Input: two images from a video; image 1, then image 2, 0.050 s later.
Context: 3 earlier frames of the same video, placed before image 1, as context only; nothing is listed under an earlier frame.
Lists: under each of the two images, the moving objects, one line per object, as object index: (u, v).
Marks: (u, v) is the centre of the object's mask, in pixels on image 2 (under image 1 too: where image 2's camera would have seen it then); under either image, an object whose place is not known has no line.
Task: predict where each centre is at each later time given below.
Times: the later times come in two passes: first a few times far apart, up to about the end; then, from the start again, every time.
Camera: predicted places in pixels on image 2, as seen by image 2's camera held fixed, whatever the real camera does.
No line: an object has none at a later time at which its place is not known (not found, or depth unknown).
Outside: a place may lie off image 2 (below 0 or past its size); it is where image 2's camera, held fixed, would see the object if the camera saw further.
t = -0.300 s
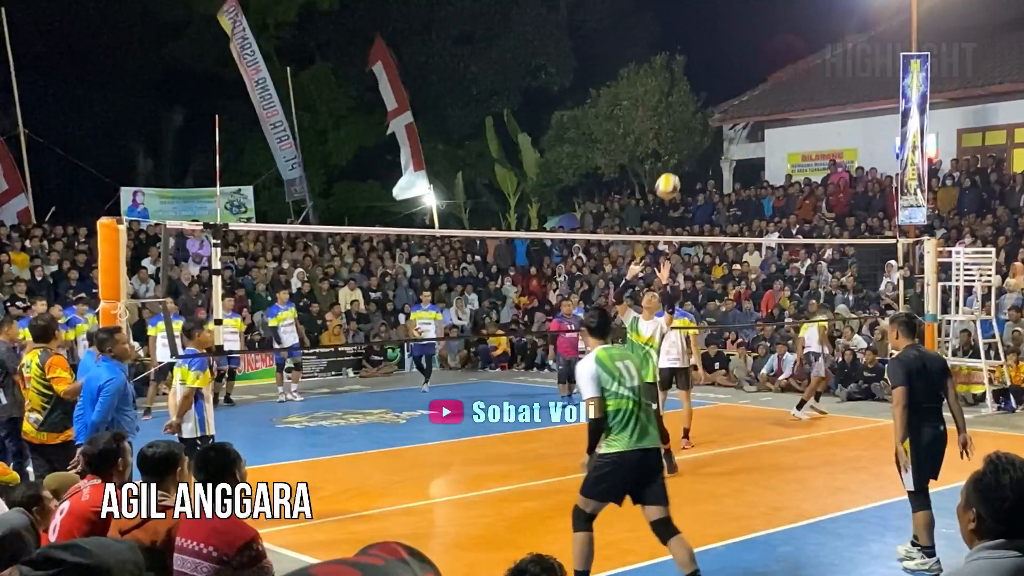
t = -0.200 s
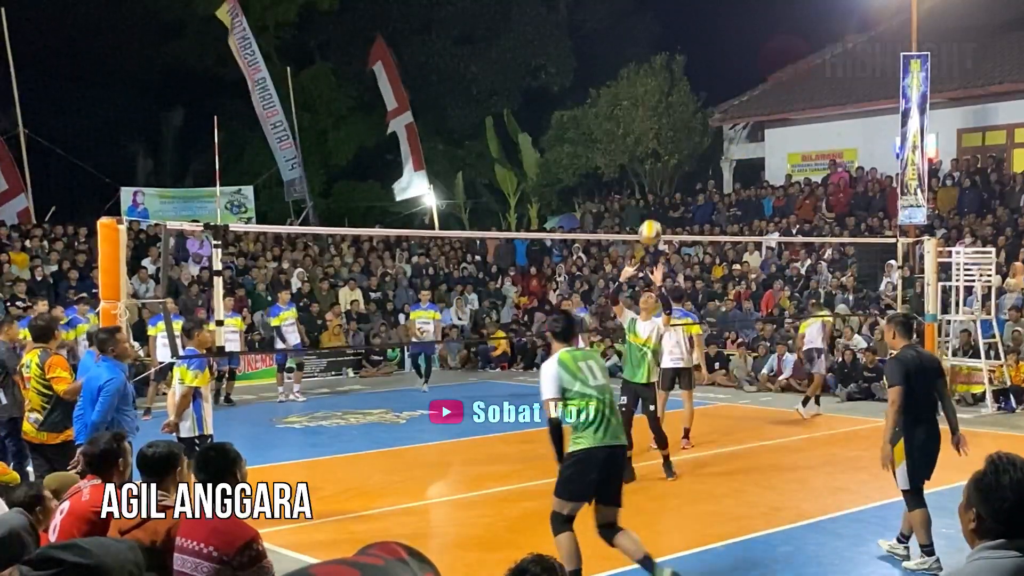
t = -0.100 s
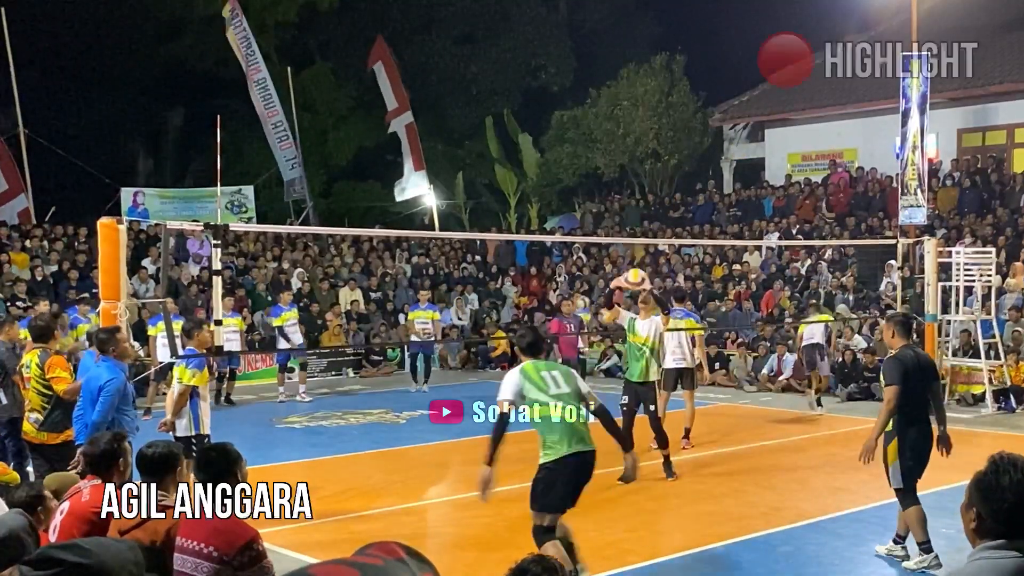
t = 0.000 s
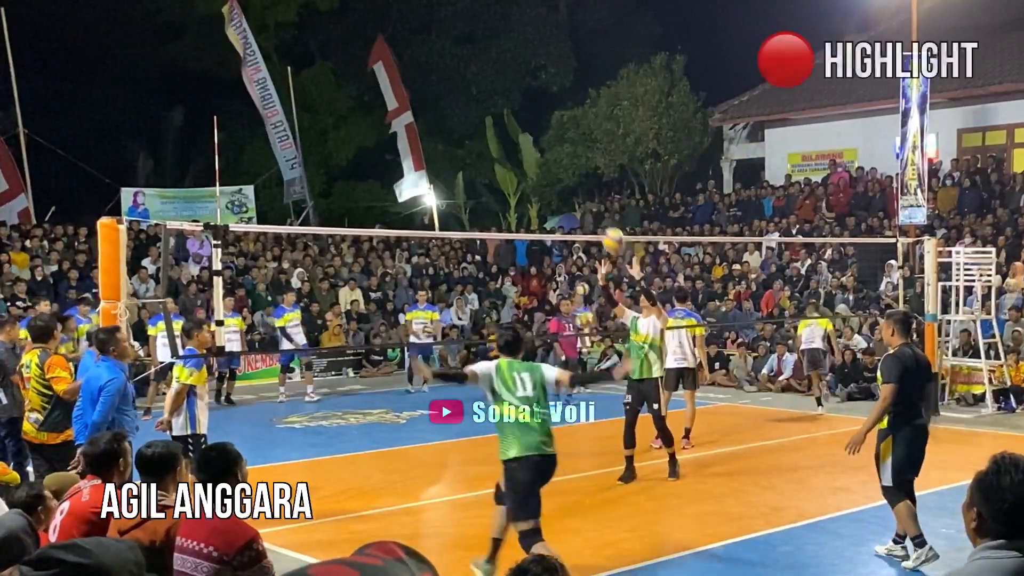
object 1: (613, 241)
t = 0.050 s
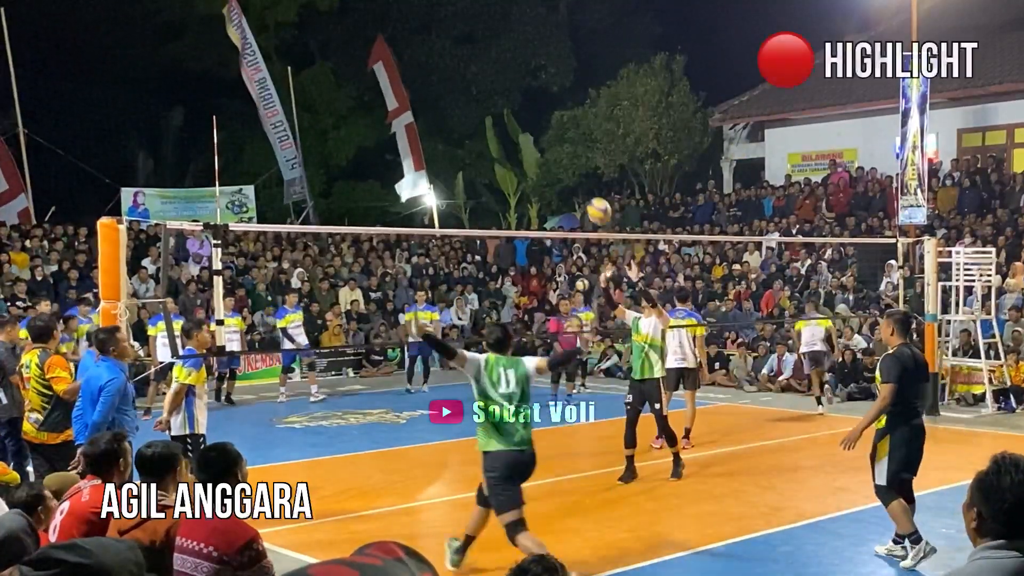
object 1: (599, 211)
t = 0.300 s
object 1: (525, 99)
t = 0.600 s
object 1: (432, 53)
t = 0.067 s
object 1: (594, 202)
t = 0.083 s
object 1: (589, 192)
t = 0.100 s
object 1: (584, 184)
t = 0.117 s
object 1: (579, 175)
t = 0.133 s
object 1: (574, 167)
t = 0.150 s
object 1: (569, 159)
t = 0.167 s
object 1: (565, 151)
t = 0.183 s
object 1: (560, 144)
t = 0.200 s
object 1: (555, 137)
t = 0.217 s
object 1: (550, 130)
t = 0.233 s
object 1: (545, 123)
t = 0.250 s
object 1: (540, 117)
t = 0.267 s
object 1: (535, 111)
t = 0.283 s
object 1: (530, 105)
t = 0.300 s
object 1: (525, 99)
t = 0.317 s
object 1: (519, 94)
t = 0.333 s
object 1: (514, 89)
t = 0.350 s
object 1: (509, 85)
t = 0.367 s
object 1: (504, 81)
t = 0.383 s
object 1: (499, 77)
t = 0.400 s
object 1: (494, 73)
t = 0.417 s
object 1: (489, 69)
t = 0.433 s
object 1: (484, 66)
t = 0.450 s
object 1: (479, 64)
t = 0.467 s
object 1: (474, 61)
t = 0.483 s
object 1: (469, 59)
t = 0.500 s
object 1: (463, 57)
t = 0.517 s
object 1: (458, 56)
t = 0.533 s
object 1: (453, 55)
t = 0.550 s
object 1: (448, 54)
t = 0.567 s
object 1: (443, 53)
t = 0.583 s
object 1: (438, 53)
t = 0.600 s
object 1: (432, 53)
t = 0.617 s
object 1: (427, 54)
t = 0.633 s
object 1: (422, 55)
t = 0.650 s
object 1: (416, 56)
